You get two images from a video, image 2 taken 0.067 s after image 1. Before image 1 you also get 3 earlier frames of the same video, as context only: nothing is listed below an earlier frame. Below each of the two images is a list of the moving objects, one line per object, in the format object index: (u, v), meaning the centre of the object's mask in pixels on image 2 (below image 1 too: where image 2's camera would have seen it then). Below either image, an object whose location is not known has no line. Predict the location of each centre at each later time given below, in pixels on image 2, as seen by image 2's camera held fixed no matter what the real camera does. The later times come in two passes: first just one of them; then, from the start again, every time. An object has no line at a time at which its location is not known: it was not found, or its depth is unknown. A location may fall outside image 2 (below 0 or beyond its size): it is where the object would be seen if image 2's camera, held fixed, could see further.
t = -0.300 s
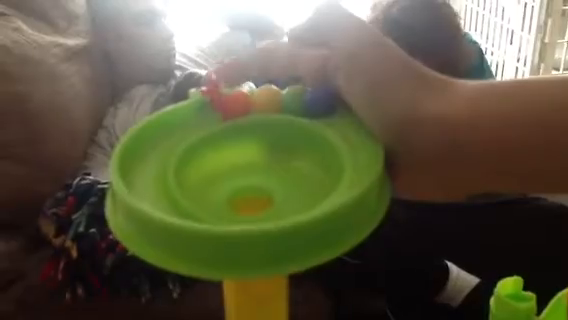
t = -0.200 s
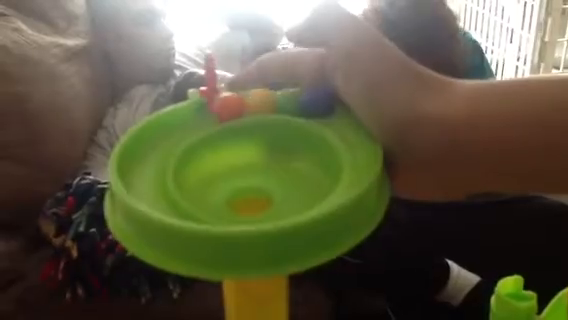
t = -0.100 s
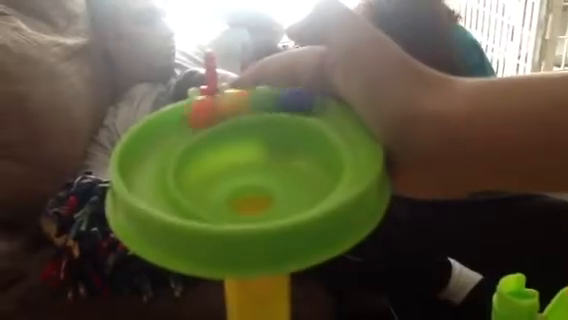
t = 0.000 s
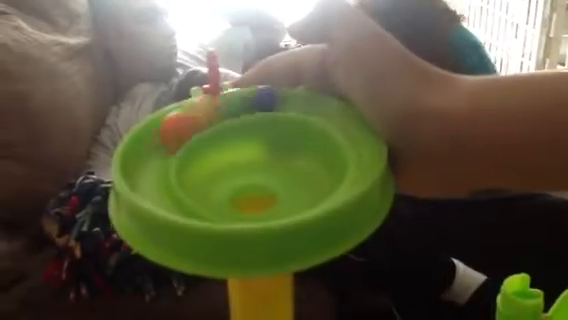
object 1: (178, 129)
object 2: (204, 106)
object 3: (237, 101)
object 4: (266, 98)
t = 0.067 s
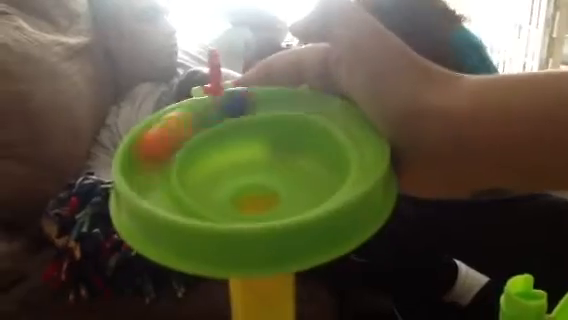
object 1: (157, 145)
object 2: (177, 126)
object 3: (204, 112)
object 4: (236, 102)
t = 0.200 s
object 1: (158, 193)
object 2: (145, 168)
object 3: (159, 143)
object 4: (178, 126)
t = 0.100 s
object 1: (150, 158)
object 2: (165, 134)
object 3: (191, 117)
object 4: (222, 106)
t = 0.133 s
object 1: (146, 171)
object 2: (154, 146)
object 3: (180, 127)
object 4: (207, 110)
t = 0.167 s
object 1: (149, 182)
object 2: (151, 155)
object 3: (171, 133)
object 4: (192, 118)
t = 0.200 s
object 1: (158, 193)
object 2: (145, 168)
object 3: (159, 143)
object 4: (178, 126)
